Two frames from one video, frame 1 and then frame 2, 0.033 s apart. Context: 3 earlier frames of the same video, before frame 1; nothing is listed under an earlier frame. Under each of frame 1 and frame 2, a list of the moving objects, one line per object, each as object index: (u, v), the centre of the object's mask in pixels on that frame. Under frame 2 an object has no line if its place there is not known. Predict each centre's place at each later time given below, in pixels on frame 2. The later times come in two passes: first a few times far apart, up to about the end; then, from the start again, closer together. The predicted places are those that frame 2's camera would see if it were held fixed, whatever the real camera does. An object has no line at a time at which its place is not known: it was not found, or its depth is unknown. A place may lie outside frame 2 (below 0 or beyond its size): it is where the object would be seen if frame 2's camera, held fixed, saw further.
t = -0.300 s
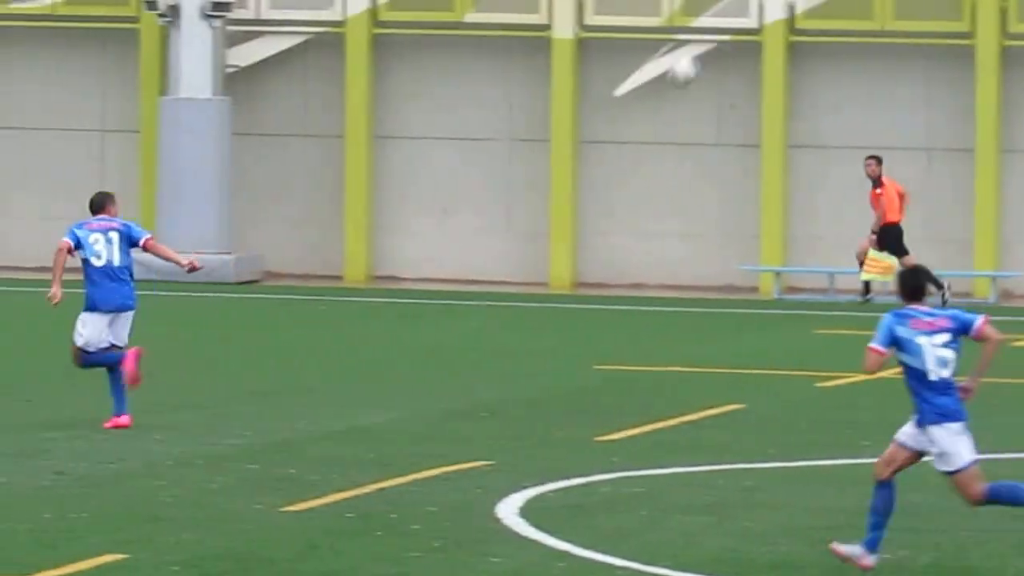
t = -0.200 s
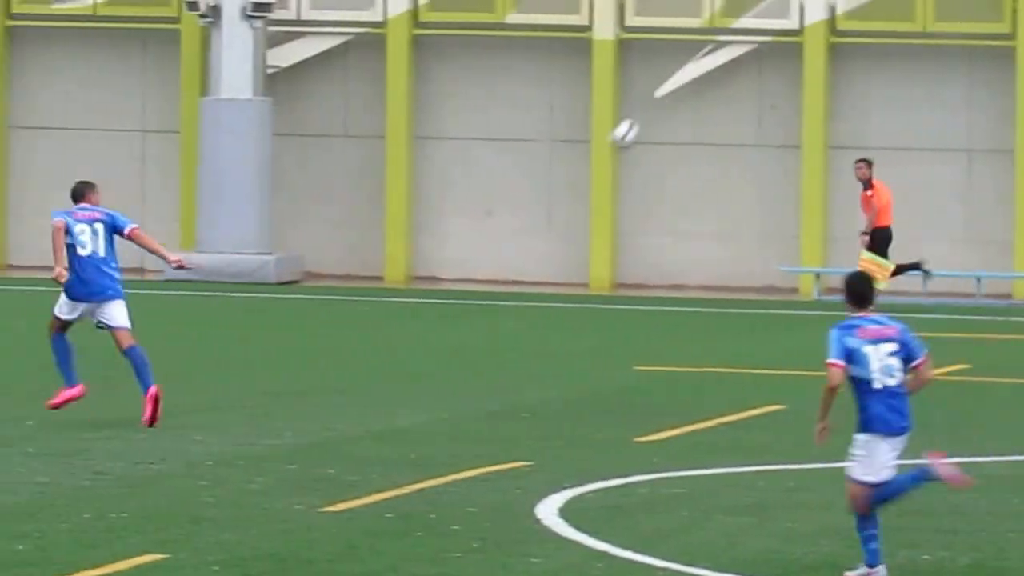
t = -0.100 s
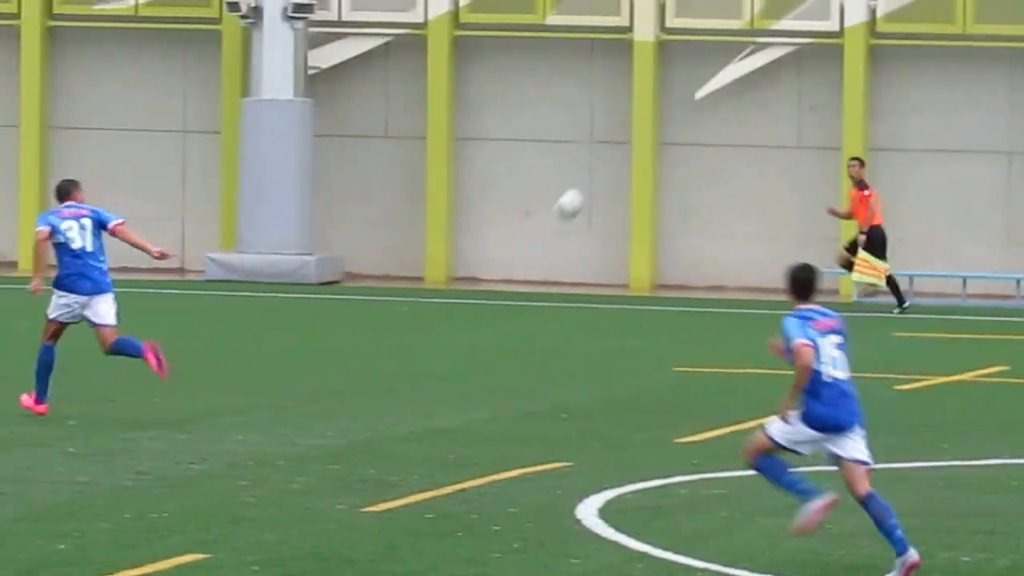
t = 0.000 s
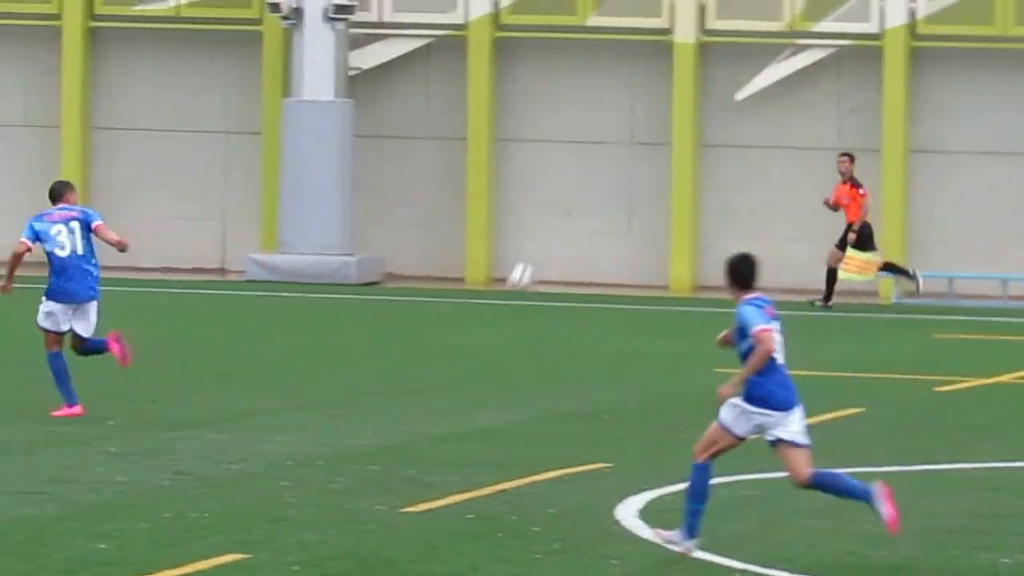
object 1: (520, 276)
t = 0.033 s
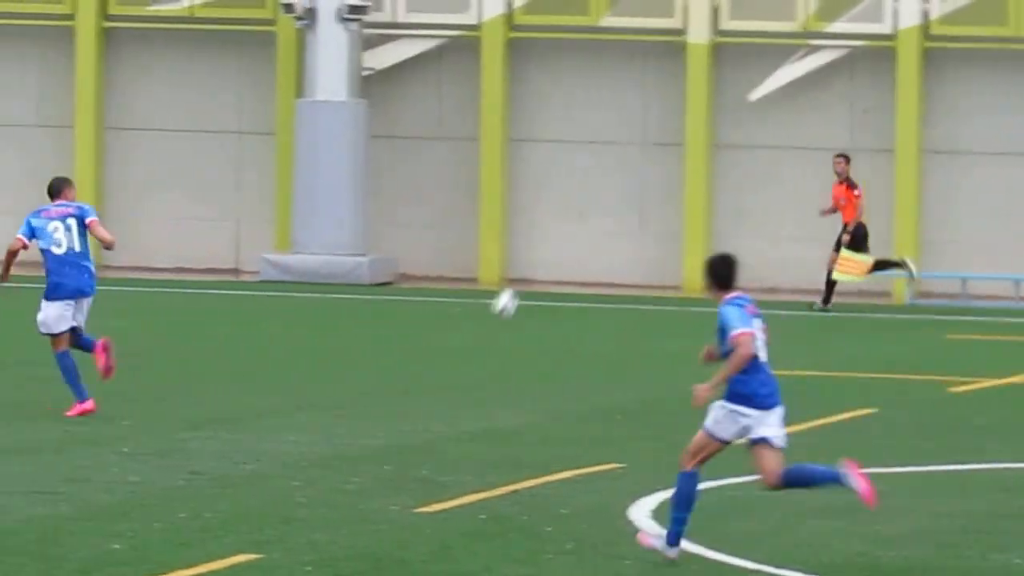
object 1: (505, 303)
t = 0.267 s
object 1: (368, 244)
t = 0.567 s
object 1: (222, 164)
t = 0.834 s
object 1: (97, 173)
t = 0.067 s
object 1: (476, 329)
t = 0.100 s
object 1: (453, 335)
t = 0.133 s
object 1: (435, 314)
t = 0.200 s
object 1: (401, 276)
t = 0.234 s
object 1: (384, 260)
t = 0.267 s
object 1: (368, 244)
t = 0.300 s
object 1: (352, 231)
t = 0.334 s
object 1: (335, 218)
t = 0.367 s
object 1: (318, 206)
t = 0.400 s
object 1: (302, 196)
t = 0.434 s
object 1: (286, 188)
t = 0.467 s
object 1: (270, 180)
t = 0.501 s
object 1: (253, 173)
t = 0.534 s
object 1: (237, 168)
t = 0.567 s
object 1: (222, 164)
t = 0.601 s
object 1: (207, 161)
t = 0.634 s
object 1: (191, 159)
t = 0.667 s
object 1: (174, 159)
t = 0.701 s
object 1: (159, 160)
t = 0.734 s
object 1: (144, 162)
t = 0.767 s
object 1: (128, 165)
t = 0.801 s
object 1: (112, 168)
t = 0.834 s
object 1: (97, 173)
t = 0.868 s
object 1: (82, 180)
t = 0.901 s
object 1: (66, 187)
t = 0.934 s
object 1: (51, 196)
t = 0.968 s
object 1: (36, 205)
